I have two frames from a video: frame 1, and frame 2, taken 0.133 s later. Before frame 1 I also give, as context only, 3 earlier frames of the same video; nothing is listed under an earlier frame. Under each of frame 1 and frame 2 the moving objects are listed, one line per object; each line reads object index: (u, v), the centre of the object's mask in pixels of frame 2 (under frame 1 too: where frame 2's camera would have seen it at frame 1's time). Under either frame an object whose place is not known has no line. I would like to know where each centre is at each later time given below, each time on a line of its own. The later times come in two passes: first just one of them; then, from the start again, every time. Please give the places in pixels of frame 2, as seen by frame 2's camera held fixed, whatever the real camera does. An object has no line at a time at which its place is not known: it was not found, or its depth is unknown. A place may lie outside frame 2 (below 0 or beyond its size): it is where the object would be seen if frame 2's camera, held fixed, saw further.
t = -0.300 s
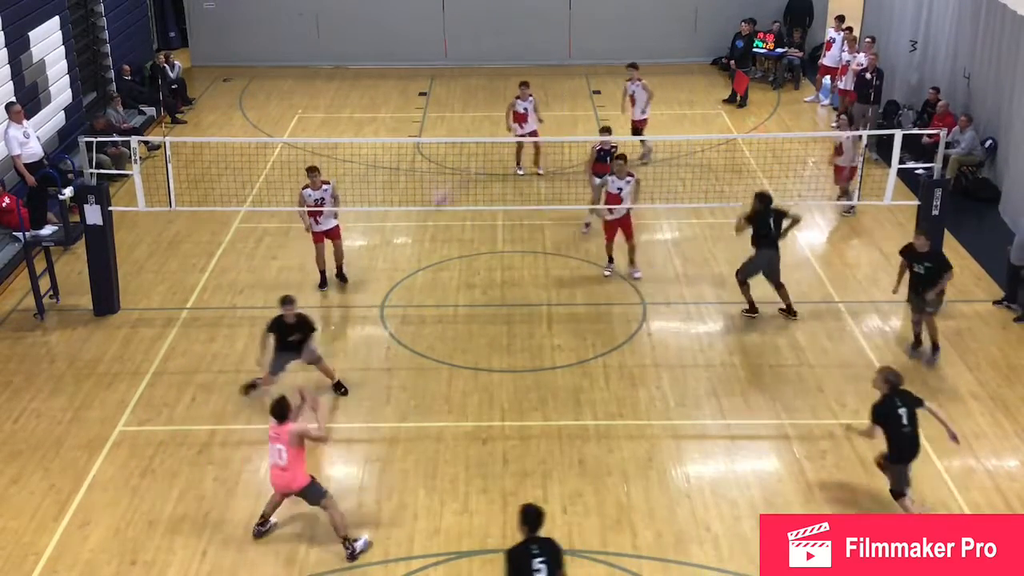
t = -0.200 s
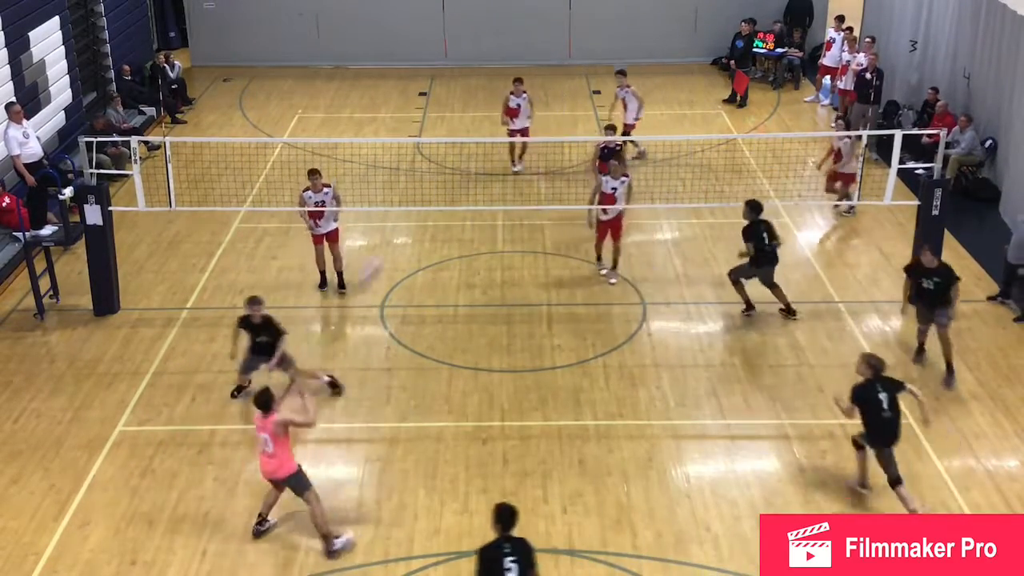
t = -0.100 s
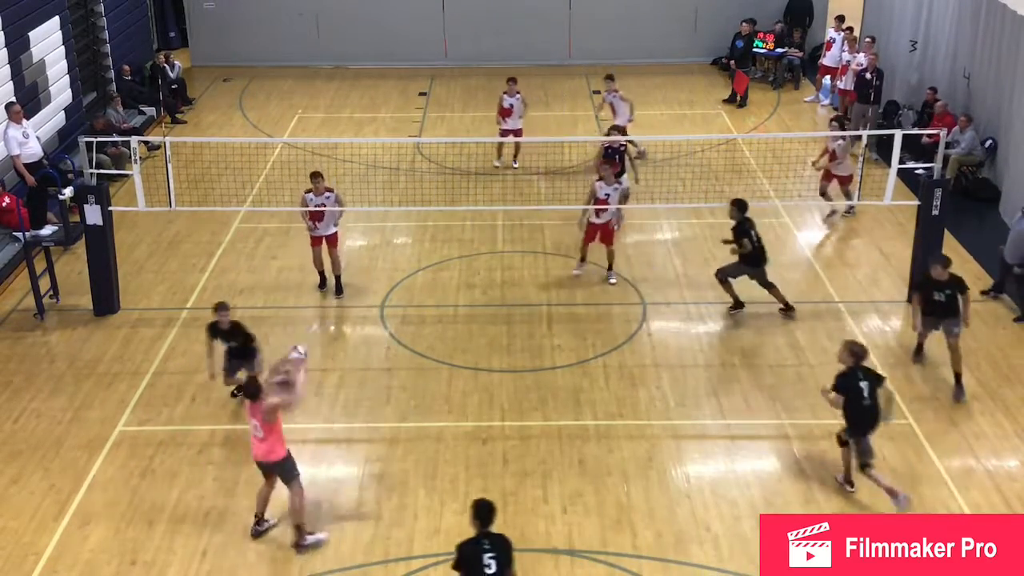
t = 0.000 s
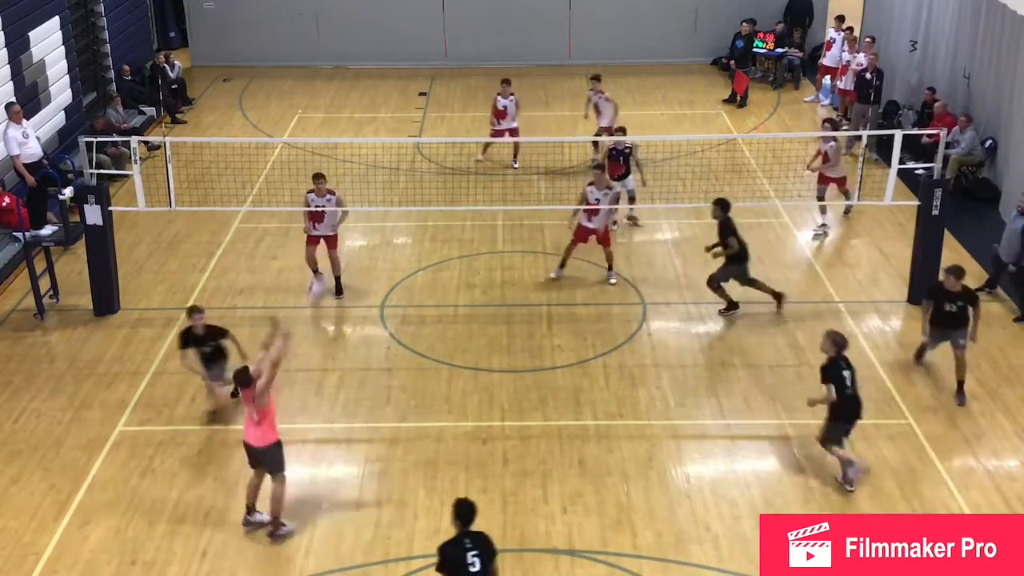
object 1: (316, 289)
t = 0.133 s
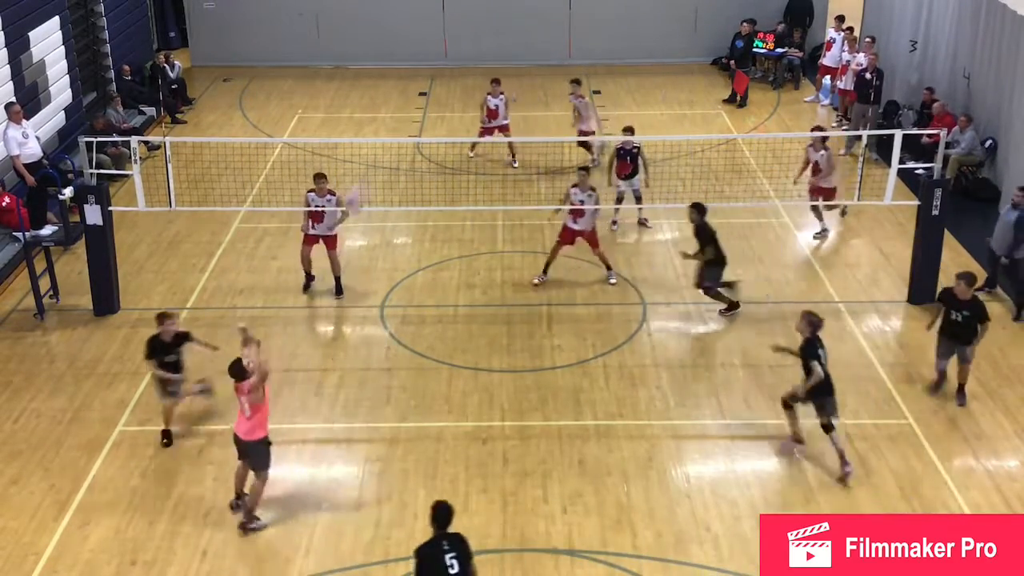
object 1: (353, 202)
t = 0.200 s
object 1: (373, 161)
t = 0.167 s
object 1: (366, 179)
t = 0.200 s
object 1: (373, 161)
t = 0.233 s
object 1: (382, 143)
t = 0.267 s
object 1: (391, 126)
